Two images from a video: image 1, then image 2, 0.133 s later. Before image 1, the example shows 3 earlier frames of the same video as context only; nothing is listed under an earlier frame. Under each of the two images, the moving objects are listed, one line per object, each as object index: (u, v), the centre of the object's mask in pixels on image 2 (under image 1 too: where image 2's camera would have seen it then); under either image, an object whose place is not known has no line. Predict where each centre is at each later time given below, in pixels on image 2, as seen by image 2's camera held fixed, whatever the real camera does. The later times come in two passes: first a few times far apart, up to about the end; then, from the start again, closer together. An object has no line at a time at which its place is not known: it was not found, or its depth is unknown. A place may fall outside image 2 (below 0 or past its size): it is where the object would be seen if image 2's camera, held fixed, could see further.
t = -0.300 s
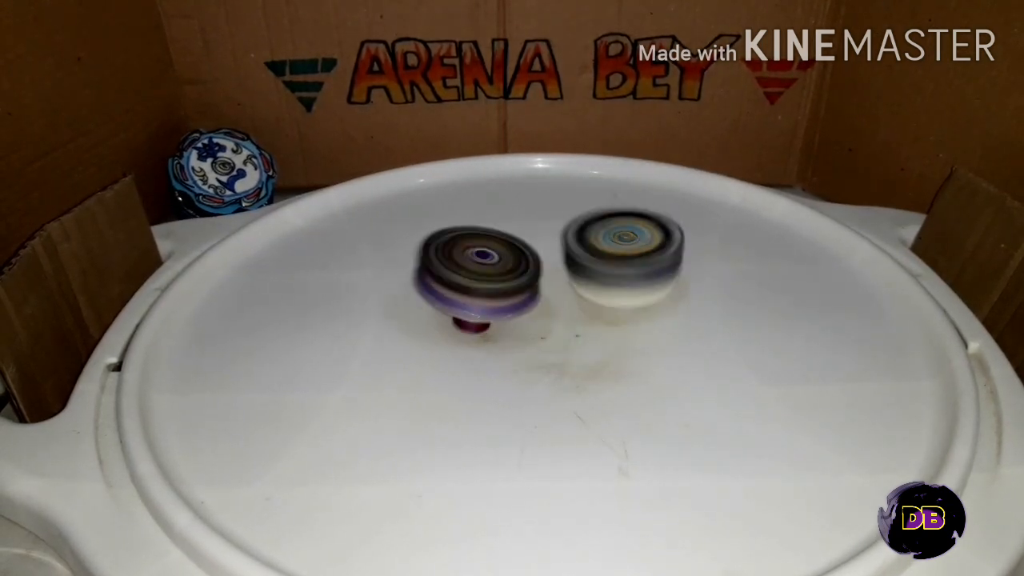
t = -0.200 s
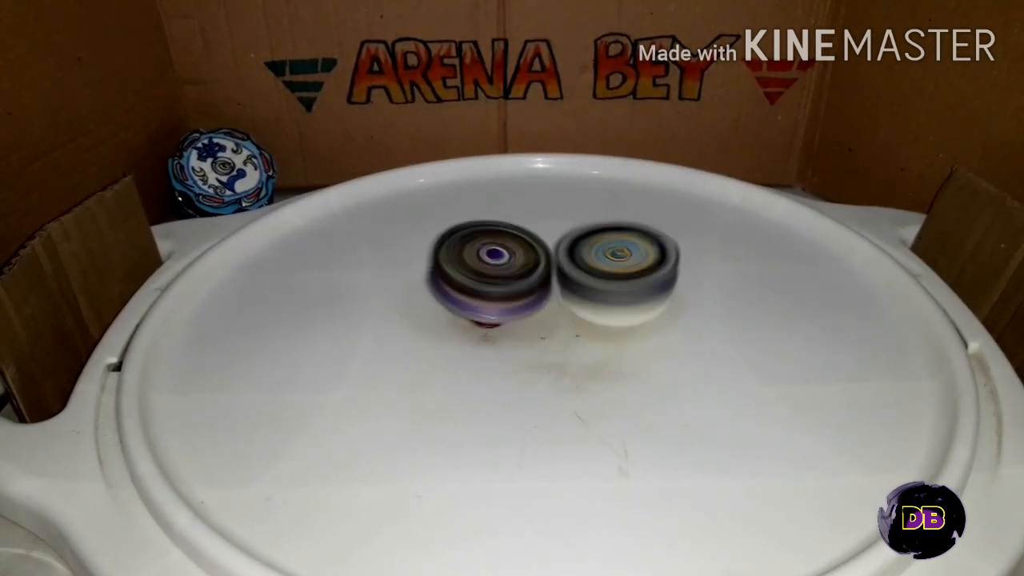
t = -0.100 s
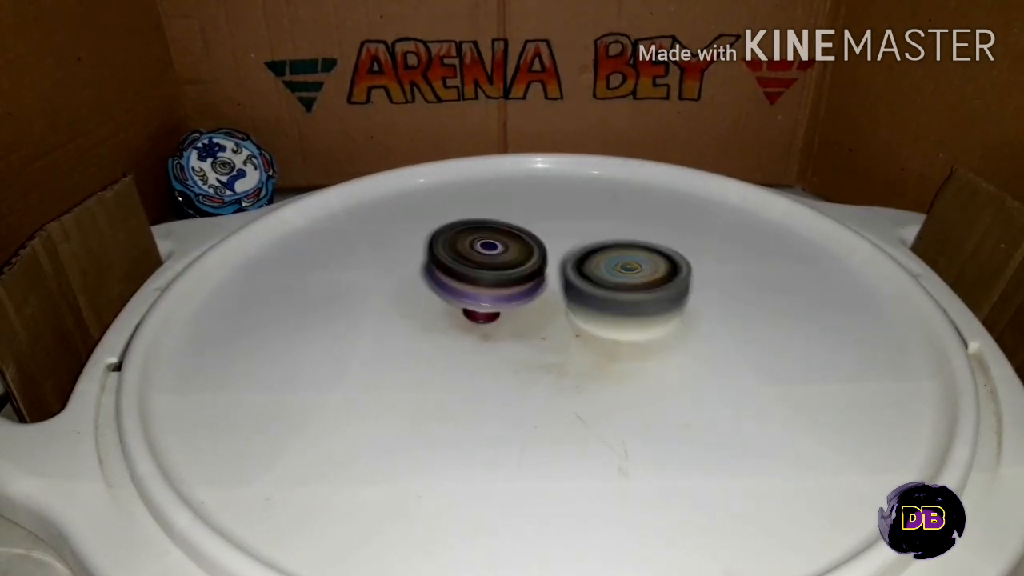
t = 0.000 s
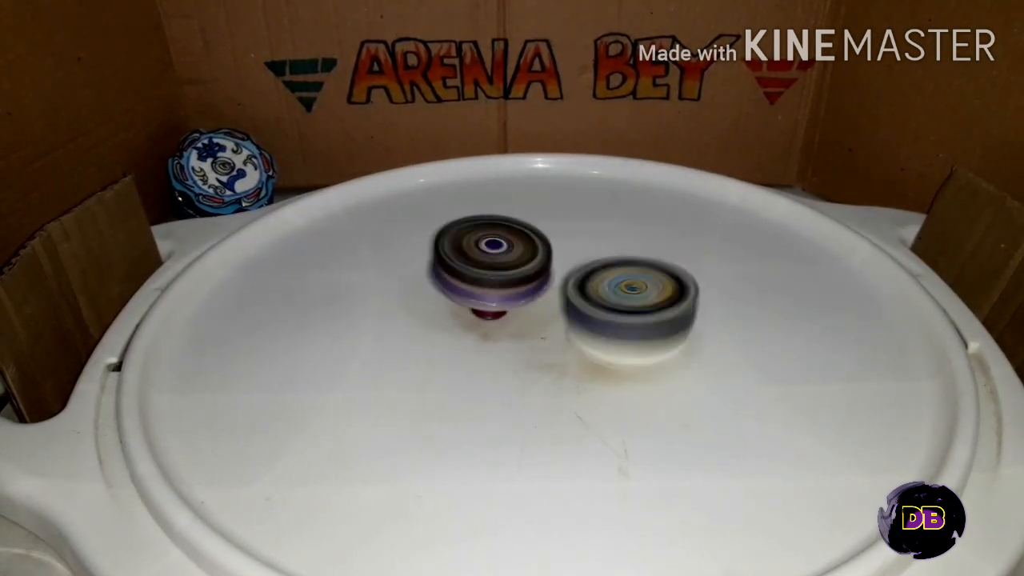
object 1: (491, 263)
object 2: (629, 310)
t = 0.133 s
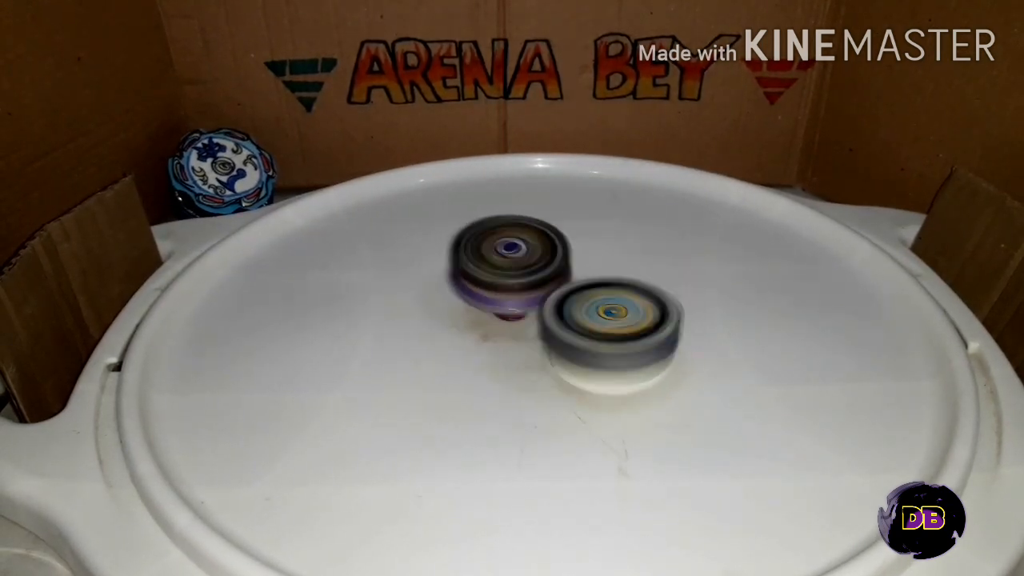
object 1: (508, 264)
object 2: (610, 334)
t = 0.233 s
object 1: (515, 265)
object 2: (579, 344)
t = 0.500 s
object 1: (530, 261)
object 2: (495, 362)
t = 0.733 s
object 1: (538, 269)
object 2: (457, 345)
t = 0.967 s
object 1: (540, 273)
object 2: (426, 330)
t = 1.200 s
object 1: (553, 277)
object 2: (447, 324)
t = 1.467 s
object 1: (567, 276)
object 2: (465, 334)
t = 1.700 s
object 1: (584, 274)
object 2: (471, 344)
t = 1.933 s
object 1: (580, 273)
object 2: (488, 335)
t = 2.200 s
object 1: (583, 253)
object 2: (470, 318)
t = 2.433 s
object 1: (585, 250)
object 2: (473, 290)
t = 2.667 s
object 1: (593, 251)
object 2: (461, 296)
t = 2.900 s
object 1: (591, 250)
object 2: (494, 312)
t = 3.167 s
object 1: (584, 243)
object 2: (504, 321)
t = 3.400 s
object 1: (566, 248)
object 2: (513, 324)
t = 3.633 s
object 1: (514, 236)
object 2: (517, 326)
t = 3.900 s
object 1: (471, 238)
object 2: (530, 309)
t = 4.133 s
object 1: (488, 224)
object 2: (571, 319)
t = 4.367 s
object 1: (507, 235)
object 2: (589, 299)
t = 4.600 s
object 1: (480, 256)
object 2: (582, 300)
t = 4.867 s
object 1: (460, 269)
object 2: (603, 321)
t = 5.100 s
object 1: (472, 290)
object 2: (598, 319)
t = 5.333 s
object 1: (399, 262)
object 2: (752, 310)
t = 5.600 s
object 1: (449, 225)
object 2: (747, 278)
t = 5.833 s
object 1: (450, 224)
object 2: (756, 268)
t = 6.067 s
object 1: (424, 251)
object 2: (758, 268)
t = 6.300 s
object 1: (438, 249)
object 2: (760, 267)
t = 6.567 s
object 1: (459, 228)
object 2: (760, 268)
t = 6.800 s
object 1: (458, 242)
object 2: (760, 268)
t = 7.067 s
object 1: (435, 253)
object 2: (760, 268)
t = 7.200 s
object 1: (456, 246)
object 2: (760, 268)
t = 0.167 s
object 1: (511, 265)
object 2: (601, 339)
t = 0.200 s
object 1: (514, 266)
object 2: (591, 343)
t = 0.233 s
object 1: (515, 265)
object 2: (579, 344)
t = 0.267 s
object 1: (517, 264)
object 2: (564, 346)
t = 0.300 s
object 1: (519, 266)
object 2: (553, 348)
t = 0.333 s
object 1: (523, 262)
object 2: (543, 352)
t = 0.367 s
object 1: (526, 262)
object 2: (533, 355)
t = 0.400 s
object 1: (528, 262)
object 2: (521, 359)
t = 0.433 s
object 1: (528, 262)
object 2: (512, 361)
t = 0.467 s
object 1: (528, 261)
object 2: (502, 361)
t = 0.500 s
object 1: (530, 261)
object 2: (495, 362)
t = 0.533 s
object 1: (534, 262)
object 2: (487, 361)
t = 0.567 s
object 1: (534, 262)
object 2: (480, 360)
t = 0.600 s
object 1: (535, 263)
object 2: (475, 359)
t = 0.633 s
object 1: (539, 264)
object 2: (470, 357)
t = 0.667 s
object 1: (542, 266)
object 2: (465, 354)
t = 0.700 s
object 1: (542, 268)
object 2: (461, 350)
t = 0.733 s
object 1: (538, 269)
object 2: (457, 345)
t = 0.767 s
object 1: (538, 271)
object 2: (454, 340)
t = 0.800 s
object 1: (540, 273)
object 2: (452, 332)
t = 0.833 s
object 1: (541, 274)
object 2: (448, 330)
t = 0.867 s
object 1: (545, 273)
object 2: (443, 329)
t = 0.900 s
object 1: (547, 275)
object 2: (435, 330)
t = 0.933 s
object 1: (543, 275)
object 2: (429, 330)
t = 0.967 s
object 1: (540, 273)
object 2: (426, 330)
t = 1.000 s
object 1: (542, 272)
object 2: (426, 329)
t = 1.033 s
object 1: (546, 273)
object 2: (426, 330)
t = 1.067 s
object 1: (547, 274)
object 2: (429, 329)
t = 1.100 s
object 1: (547, 275)
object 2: (431, 328)
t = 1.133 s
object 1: (547, 276)
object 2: (436, 327)
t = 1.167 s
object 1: (549, 277)
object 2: (443, 324)
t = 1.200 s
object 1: (553, 277)
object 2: (447, 324)
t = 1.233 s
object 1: (557, 277)
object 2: (446, 326)
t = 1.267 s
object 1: (559, 277)
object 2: (444, 328)
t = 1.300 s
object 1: (558, 276)
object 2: (443, 331)
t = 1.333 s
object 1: (558, 275)
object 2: (447, 332)
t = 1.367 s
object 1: (561, 275)
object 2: (449, 332)
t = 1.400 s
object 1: (564, 276)
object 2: (455, 334)
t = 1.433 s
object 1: (565, 276)
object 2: (463, 333)
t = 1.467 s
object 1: (567, 276)
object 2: (465, 334)
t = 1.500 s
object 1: (571, 277)
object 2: (470, 334)
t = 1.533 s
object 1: (573, 276)
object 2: (475, 333)
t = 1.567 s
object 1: (578, 274)
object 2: (475, 335)
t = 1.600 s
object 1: (583, 274)
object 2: (471, 337)
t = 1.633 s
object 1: (588, 274)
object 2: (470, 340)
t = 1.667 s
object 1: (586, 274)
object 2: (469, 343)
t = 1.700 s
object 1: (584, 274)
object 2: (471, 344)
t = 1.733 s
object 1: (584, 272)
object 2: (472, 345)
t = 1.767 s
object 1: (587, 272)
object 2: (475, 344)
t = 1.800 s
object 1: (588, 274)
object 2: (479, 343)
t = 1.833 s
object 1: (587, 275)
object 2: (482, 342)
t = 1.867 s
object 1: (583, 275)
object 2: (486, 339)
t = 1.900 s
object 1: (579, 275)
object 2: (493, 336)
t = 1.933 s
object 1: (580, 273)
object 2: (488, 335)
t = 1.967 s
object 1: (584, 265)
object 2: (485, 335)
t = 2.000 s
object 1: (582, 261)
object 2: (478, 335)
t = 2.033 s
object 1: (585, 259)
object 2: (477, 332)
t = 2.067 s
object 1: (586, 256)
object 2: (474, 330)
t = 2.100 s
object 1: (588, 256)
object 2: (472, 328)
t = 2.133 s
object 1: (586, 255)
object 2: (471, 325)
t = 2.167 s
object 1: (584, 254)
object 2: (470, 322)
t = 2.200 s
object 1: (583, 253)
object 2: (470, 318)
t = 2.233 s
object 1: (582, 254)
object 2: (471, 315)
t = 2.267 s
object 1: (583, 255)
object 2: (474, 308)
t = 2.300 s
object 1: (582, 256)
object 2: (476, 303)
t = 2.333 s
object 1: (581, 256)
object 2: (478, 299)
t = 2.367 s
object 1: (584, 254)
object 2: (475, 297)
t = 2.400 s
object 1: (587, 251)
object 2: (473, 295)
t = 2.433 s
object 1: (585, 250)
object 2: (473, 290)
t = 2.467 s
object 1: (582, 249)
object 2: (471, 287)
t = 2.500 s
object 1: (582, 246)
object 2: (465, 289)
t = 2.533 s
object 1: (590, 244)
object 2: (463, 290)
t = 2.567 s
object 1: (597, 245)
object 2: (463, 292)
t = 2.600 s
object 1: (597, 248)
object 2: (462, 291)
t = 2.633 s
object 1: (595, 250)
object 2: (460, 293)
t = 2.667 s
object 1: (593, 251)
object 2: (461, 296)
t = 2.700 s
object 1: (593, 252)
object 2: (469, 300)
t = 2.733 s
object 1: (592, 255)
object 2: (479, 303)
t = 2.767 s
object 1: (590, 257)
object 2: (486, 306)
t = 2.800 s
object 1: (594, 255)
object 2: (481, 309)
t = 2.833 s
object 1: (598, 251)
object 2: (480, 310)
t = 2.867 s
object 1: (595, 251)
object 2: (486, 312)
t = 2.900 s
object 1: (591, 250)
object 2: (494, 312)
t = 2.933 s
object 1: (586, 249)
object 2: (499, 313)
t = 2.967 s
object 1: (582, 249)
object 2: (501, 314)
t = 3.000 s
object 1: (579, 250)
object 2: (505, 312)
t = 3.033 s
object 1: (580, 247)
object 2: (507, 313)
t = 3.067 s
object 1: (580, 243)
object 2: (511, 312)
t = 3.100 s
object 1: (582, 244)
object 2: (509, 315)
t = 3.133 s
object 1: (583, 244)
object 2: (509, 318)
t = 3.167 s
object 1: (584, 243)
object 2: (504, 321)
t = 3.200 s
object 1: (581, 243)
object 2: (505, 323)
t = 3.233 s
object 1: (579, 243)
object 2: (507, 324)
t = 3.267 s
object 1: (576, 246)
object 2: (507, 324)
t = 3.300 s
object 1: (578, 246)
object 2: (508, 324)
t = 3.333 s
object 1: (576, 248)
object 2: (515, 324)
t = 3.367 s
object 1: (570, 250)
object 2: (516, 323)
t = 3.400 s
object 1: (566, 248)
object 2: (513, 324)
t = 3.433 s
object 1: (561, 245)
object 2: (514, 328)
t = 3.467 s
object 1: (552, 244)
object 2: (515, 329)
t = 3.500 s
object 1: (540, 241)
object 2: (513, 330)
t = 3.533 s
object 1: (532, 240)
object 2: (513, 330)
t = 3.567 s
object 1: (528, 240)
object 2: (515, 330)
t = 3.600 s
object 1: (524, 237)
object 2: (517, 328)
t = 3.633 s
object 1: (514, 236)
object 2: (517, 326)
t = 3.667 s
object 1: (503, 236)
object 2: (518, 324)
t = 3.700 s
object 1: (496, 235)
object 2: (518, 321)
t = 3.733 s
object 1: (491, 235)
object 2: (521, 316)
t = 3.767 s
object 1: (487, 234)
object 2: (518, 311)
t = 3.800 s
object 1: (478, 233)
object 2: (522, 311)
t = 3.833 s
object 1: (473, 234)
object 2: (525, 311)
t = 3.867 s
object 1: (471, 237)
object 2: (528, 309)
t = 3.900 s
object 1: (471, 238)
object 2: (530, 309)
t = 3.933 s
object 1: (473, 237)
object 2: (534, 307)
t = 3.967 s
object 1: (475, 234)
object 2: (536, 304)
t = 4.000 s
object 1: (476, 231)
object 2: (536, 301)
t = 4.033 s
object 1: (475, 229)
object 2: (548, 308)
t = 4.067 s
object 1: (477, 226)
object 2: (555, 319)
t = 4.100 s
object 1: (481, 224)
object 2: (562, 320)
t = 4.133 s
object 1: (488, 224)
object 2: (571, 319)
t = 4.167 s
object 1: (498, 225)
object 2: (577, 318)
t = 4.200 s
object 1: (501, 227)
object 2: (580, 317)
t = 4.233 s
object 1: (506, 226)
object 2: (577, 313)
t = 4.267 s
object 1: (513, 225)
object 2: (578, 304)
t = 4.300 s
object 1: (515, 226)
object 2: (580, 299)
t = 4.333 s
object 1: (509, 229)
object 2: (579, 297)
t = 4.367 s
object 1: (507, 235)
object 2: (589, 299)
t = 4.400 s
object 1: (501, 235)
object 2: (595, 299)
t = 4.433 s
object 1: (498, 235)
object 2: (597, 301)
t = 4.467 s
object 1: (495, 238)
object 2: (598, 299)
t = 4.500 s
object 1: (488, 241)
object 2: (594, 298)
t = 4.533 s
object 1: (482, 245)
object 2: (590, 298)
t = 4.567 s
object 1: (482, 251)
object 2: (585, 302)
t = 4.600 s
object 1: (480, 256)
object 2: (582, 300)
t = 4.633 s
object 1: (479, 257)
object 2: (586, 301)
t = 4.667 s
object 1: (474, 259)
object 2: (596, 306)
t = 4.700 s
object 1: (466, 261)
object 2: (596, 308)
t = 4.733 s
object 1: (462, 264)
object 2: (591, 311)
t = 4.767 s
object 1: (457, 264)
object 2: (590, 312)
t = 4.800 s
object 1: (456, 264)
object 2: (593, 315)
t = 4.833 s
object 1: (458, 266)
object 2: (597, 318)
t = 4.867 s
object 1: (460, 269)
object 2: (603, 321)
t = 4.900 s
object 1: (463, 270)
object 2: (608, 321)
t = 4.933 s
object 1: (471, 272)
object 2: (604, 325)
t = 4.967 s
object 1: (477, 273)
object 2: (602, 325)
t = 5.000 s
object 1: (479, 276)
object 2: (599, 324)
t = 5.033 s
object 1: (476, 279)
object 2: (600, 323)
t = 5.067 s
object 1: (474, 284)
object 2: (596, 321)
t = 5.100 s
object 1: (472, 290)
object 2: (598, 319)
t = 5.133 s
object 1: (449, 290)
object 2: (634, 319)
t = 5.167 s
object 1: (430, 282)
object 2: (674, 318)
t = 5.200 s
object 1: (419, 278)
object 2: (702, 317)
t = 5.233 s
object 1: (407, 276)
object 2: (720, 317)
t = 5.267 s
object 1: (396, 273)
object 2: (734, 322)
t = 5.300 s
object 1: (395, 266)
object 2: (744, 316)
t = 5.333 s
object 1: (399, 262)
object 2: (752, 310)
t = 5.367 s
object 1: (403, 257)
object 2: (757, 307)
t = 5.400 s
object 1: (407, 253)
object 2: (759, 301)
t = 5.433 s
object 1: (415, 249)
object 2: (758, 297)
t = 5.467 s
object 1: (424, 244)
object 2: (758, 292)
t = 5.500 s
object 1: (435, 239)
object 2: (755, 288)
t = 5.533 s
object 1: (443, 234)
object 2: (752, 285)
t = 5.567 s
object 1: (447, 229)
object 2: (749, 282)
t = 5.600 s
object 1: (449, 225)
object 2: (747, 278)
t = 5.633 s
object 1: (447, 221)
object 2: (747, 275)
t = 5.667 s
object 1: (444, 219)
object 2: (748, 272)
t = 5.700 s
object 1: (443, 219)
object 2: (750, 271)
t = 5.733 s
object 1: (443, 219)
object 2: (752, 270)
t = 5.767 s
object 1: (444, 220)
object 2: (754, 270)
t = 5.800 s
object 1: (447, 221)
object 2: (755, 269)
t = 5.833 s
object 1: (450, 224)
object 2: (756, 268)
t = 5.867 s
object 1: (453, 228)
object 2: (758, 268)
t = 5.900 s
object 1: (455, 232)
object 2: (760, 268)
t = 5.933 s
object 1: (453, 238)
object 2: (761, 267)
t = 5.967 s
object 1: (448, 242)
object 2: (762, 267)
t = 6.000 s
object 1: (441, 247)
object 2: (760, 267)
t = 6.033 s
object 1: (432, 250)
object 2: (759, 268)
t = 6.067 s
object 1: (424, 251)
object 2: (758, 268)
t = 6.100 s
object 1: (418, 252)
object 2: (758, 269)
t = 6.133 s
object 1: (415, 252)
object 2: (758, 269)
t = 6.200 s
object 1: (417, 252)
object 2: (759, 268)
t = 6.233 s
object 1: (422, 252)
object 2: (759, 268)
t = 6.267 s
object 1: (429, 251)
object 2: (760, 267)
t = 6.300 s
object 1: (438, 249)
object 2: (760, 267)
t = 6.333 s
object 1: (446, 247)
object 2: (760, 268)
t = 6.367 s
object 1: (453, 242)
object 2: (760, 268)
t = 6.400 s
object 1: (457, 240)
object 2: (760, 268)
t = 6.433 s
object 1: (461, 237)
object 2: (760, 268)
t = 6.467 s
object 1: (462, 233)
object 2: (760, 268)
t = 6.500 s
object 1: (462, 232)
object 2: (760, 268)
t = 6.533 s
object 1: (460, 229)
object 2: (760, 268)
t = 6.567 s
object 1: (459, 228)
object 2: (760, 268)
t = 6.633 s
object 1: (460, 229)
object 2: (760, 268)
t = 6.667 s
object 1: (462, 231)
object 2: (760, 268)
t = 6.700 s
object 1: (463, 233)
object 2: (760, 268)
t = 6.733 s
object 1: (462, 236)
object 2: (760, 268)
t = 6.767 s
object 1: (460, 240)
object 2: (760, 268)
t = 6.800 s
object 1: (458, 242)
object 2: (760, 268)
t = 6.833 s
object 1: (454, 245)
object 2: (760, 268)
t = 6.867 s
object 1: (449, 249)
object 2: (760, 268)
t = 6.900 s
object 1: (443, 251)
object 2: (760, 268)
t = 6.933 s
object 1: (438, 252)
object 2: (760, 268)
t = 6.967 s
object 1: (435, 253)
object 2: (760, 268)
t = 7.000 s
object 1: (433, 253)
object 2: (760, 267)
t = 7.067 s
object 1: (435, 253)
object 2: (760, 268)
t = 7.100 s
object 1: (439, 252)
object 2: (760, 268)
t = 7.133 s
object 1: (445, 251)
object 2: (760, 268)
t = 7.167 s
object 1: (451, 249)
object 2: (760, 268)
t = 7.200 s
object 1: (456, 246)
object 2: (760, 268)
